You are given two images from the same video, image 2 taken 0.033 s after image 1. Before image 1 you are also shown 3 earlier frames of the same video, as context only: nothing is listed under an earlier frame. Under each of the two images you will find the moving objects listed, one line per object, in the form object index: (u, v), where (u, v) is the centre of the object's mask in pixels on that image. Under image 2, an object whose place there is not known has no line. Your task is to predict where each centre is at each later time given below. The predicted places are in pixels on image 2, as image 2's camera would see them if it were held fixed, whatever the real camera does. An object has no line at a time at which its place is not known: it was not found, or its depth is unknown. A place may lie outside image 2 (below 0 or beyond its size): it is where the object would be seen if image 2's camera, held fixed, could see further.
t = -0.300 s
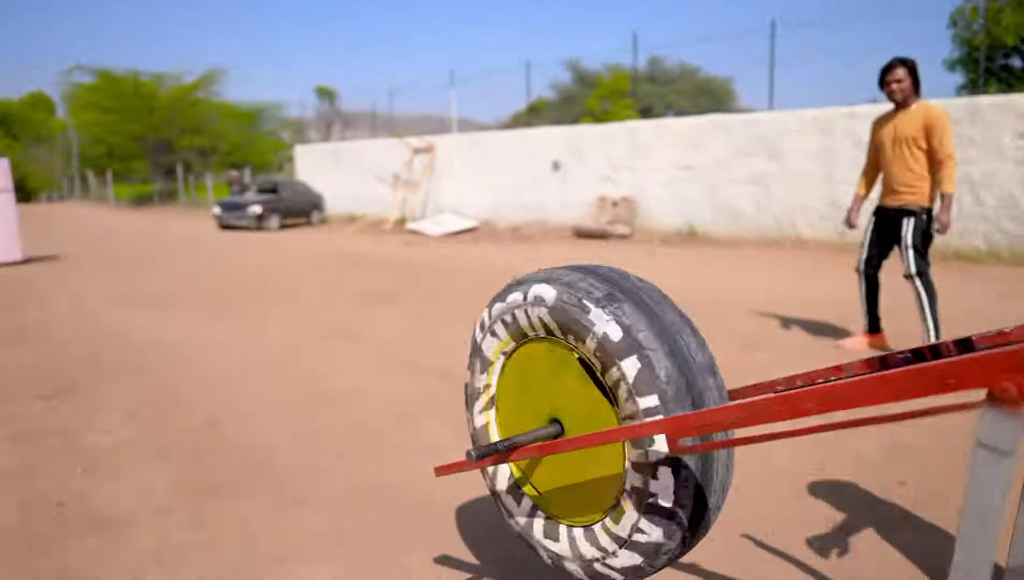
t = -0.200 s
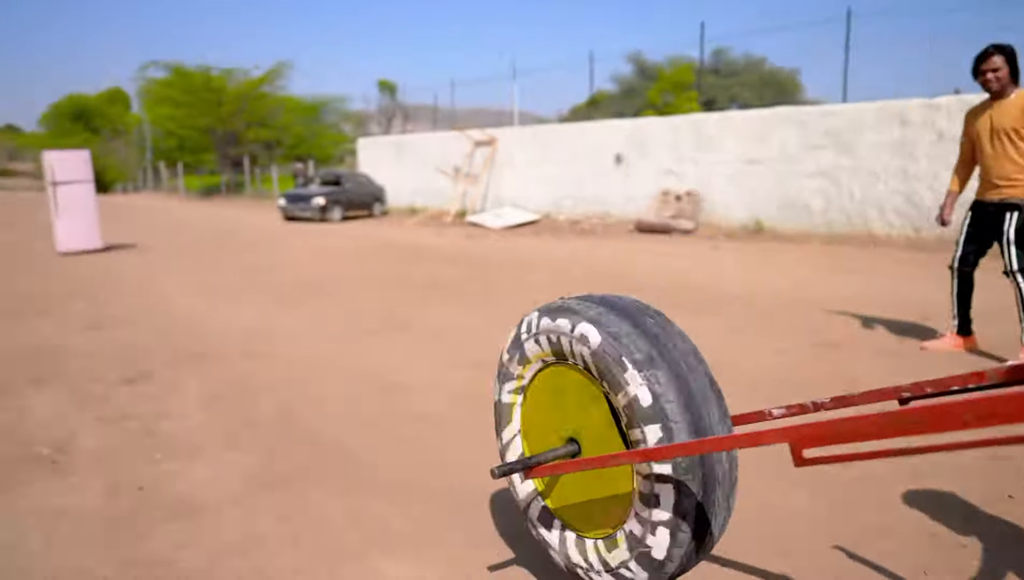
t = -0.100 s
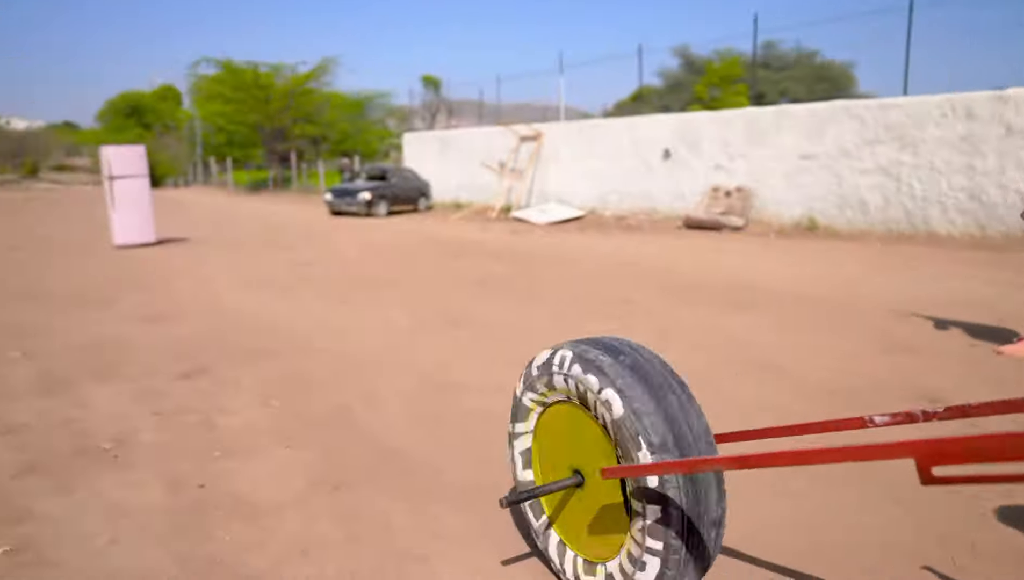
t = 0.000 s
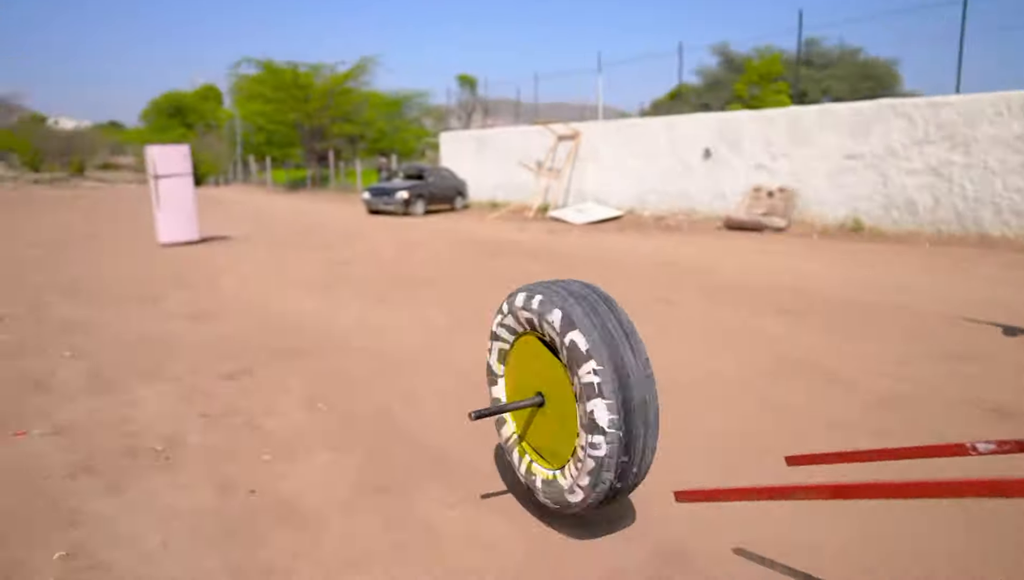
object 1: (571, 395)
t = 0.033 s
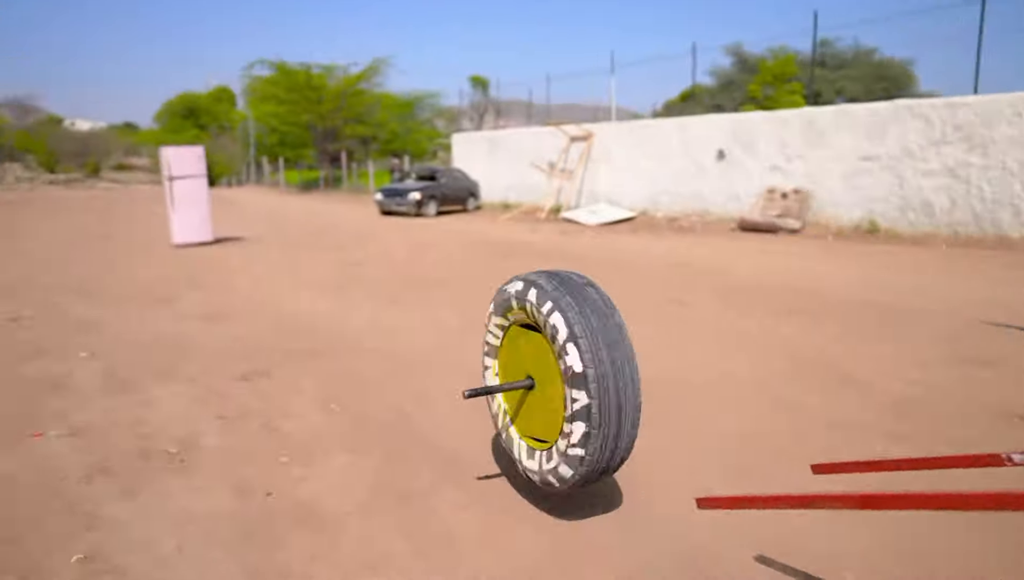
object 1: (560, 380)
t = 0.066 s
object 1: (532, 364)
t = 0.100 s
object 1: (508, 355)
